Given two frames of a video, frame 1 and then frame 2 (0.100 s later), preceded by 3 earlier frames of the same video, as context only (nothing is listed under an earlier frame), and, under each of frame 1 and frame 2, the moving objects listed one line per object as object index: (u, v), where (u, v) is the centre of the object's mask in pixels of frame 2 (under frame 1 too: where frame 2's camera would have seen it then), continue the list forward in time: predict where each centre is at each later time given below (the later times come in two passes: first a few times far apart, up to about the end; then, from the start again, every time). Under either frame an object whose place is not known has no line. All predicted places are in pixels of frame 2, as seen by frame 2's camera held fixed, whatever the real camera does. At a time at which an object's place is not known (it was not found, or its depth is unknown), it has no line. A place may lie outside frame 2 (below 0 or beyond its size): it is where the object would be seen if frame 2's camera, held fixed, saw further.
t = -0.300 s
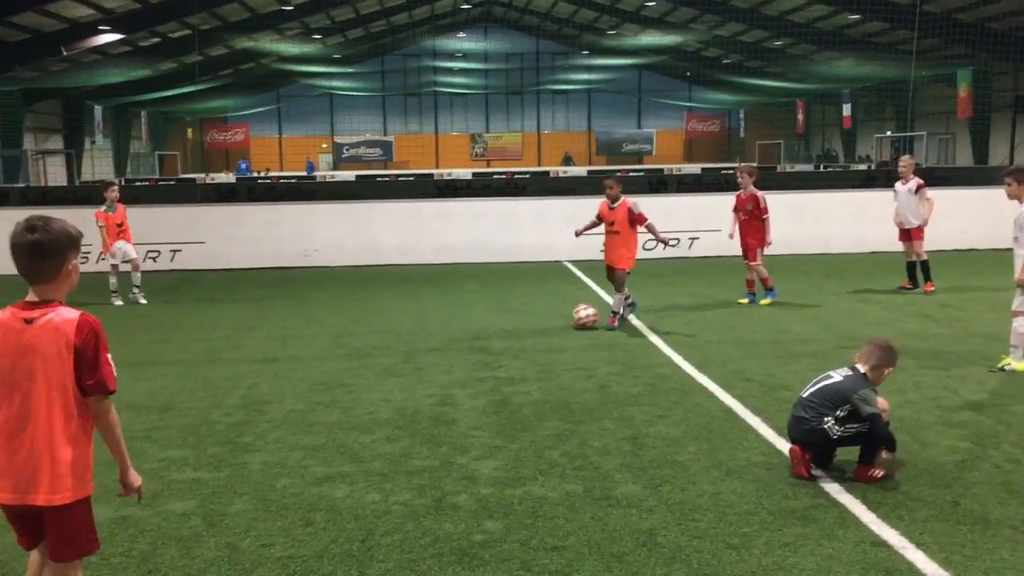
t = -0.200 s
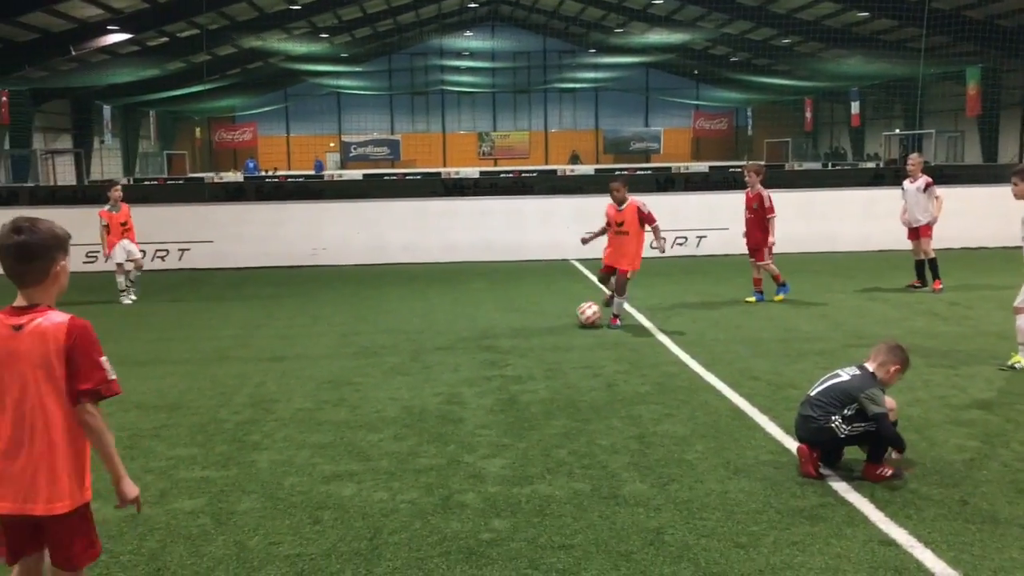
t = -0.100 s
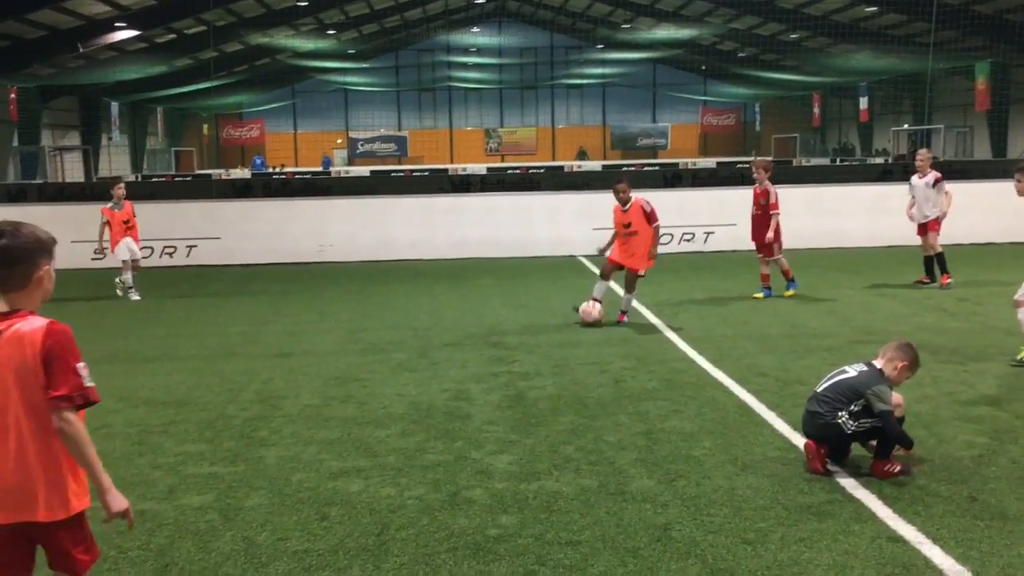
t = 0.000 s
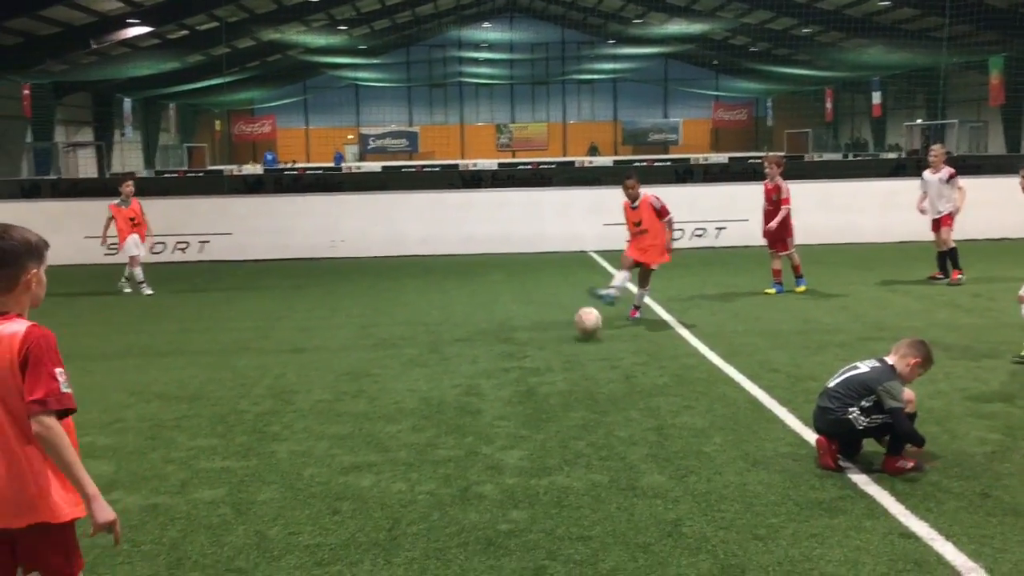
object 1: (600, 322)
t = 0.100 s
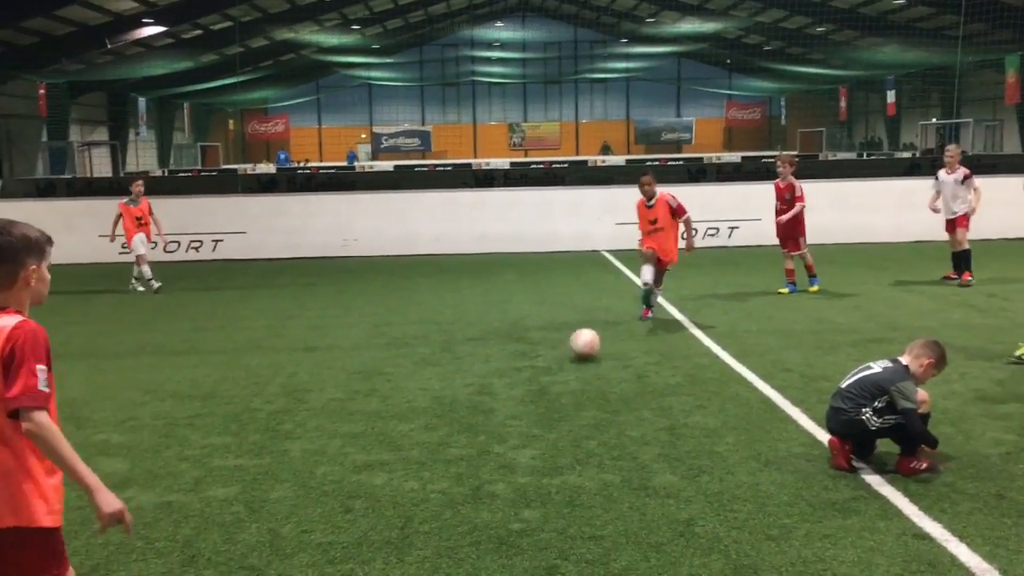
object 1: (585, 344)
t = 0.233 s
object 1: (564, 372)
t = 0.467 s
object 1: (522, 431)
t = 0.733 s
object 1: (449, 544)
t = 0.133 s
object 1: (580, 350)
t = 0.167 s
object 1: (574, 355)
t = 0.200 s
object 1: (569, 362)
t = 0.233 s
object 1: (564, 372)
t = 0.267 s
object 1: (558, 381)
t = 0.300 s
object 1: (553, 386)
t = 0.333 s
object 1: (548, 389)
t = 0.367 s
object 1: (542, 397)
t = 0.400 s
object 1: (535, 408)
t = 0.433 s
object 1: (529, 421)
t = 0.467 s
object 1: (522, 431)
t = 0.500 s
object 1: (515, 440)
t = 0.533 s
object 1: (508, 452)
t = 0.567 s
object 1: (501, 467)
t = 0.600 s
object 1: (492, 479)
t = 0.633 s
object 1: (482, 495)
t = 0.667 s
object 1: (472, 509)
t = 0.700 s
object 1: (461, 524)
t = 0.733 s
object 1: (449, 544)
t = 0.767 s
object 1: (435, 557)
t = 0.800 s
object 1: (421, 570)
